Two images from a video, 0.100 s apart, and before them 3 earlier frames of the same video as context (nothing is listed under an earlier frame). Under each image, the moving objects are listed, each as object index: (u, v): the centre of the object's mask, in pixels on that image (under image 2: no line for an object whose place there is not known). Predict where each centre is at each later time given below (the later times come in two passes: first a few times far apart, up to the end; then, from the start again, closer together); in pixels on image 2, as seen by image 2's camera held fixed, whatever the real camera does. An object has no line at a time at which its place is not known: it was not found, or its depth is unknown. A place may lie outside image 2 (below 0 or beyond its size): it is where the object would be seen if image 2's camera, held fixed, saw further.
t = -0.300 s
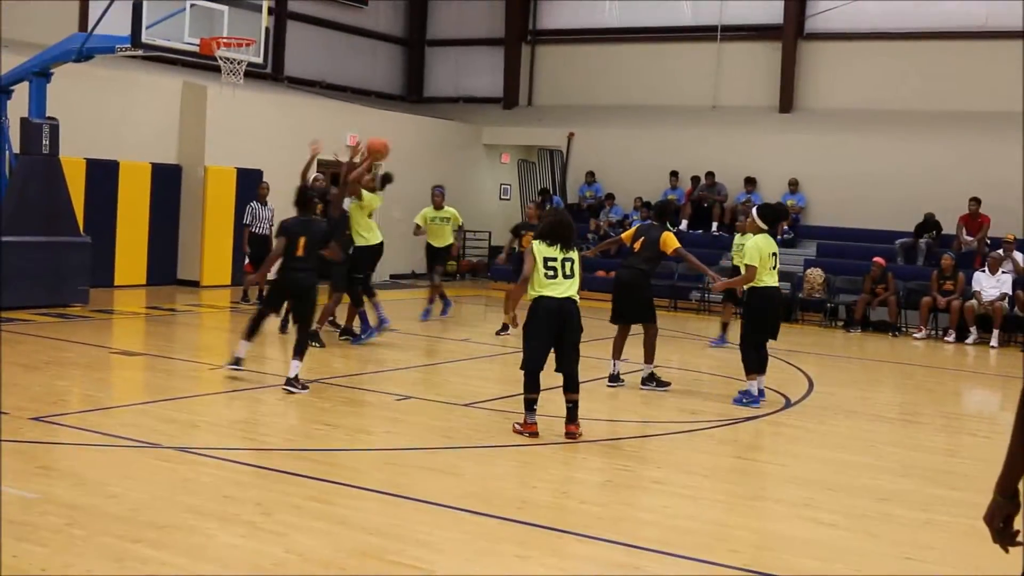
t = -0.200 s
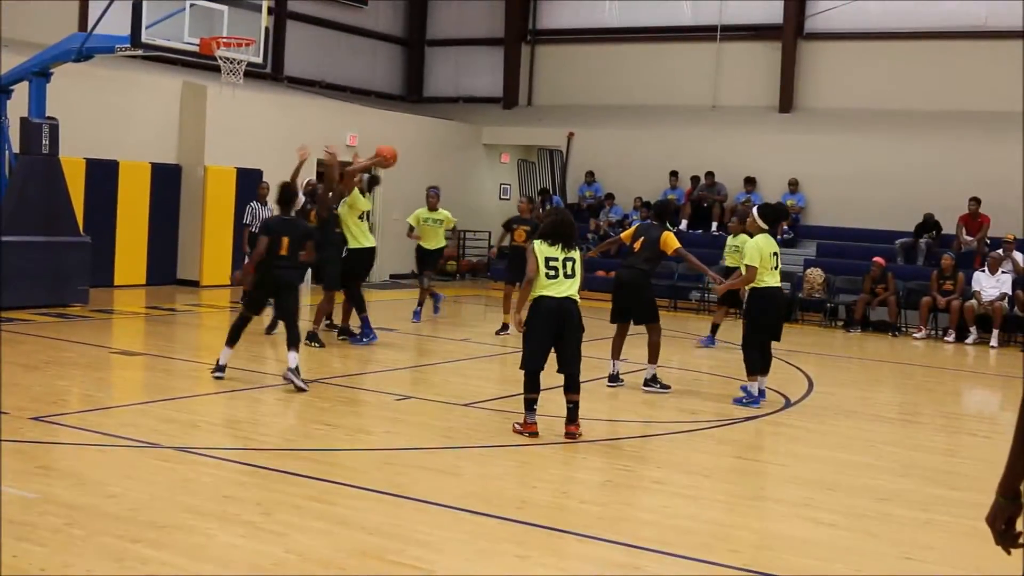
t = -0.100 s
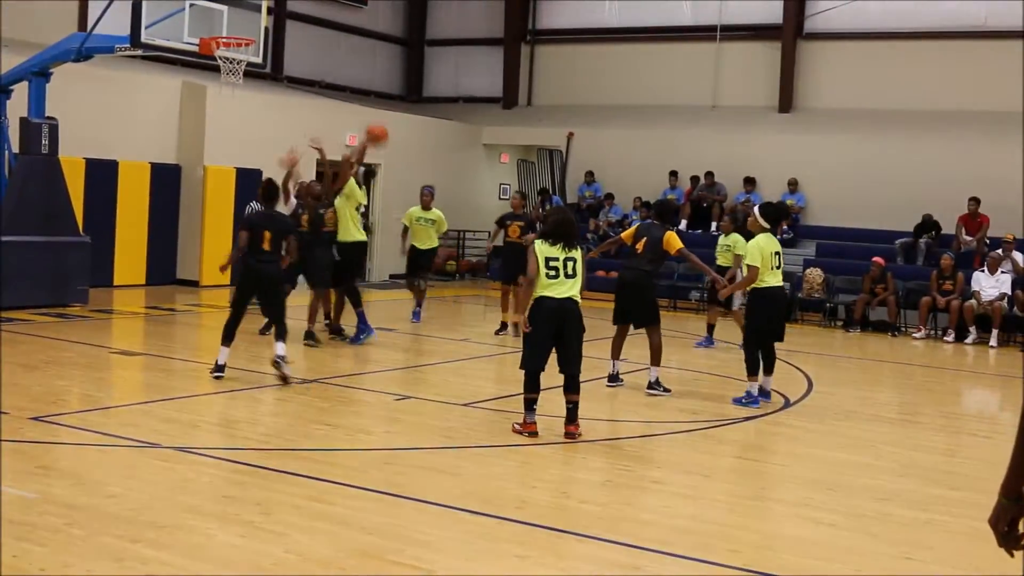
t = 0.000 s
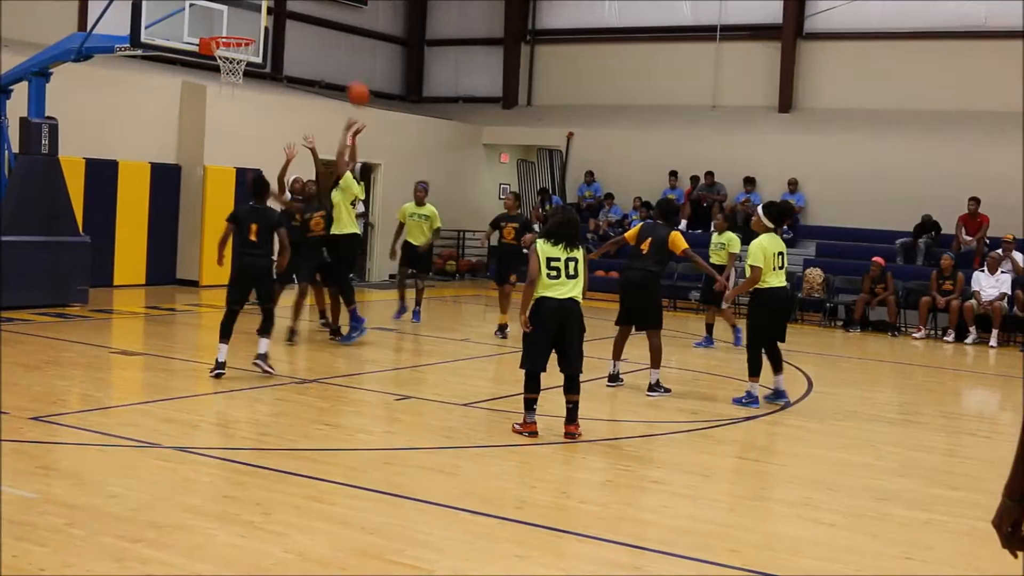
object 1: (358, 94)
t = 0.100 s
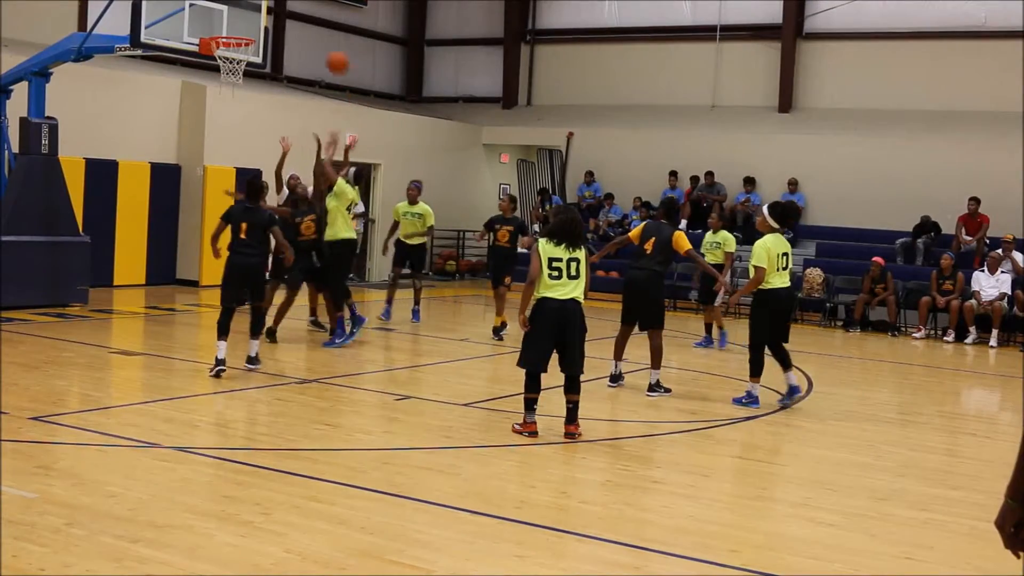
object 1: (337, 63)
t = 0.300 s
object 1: (297, 30)
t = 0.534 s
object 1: (252, 34)
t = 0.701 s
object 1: (246, 57)
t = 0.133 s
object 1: (330, 54)
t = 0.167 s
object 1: (324, 47)
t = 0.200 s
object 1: (317, 42)
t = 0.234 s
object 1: (310, 36)
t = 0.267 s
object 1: (304, 32)
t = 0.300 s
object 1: (297, 30)
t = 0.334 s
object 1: (291, 28)
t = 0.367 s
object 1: (283, 27)
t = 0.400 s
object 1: (277, 27)
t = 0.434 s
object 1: (271, 29)
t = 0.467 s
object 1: (263, 31)
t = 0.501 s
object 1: (258, 33)
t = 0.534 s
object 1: (252, 34)
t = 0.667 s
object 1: (239, 55)
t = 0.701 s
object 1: (246, 57)
